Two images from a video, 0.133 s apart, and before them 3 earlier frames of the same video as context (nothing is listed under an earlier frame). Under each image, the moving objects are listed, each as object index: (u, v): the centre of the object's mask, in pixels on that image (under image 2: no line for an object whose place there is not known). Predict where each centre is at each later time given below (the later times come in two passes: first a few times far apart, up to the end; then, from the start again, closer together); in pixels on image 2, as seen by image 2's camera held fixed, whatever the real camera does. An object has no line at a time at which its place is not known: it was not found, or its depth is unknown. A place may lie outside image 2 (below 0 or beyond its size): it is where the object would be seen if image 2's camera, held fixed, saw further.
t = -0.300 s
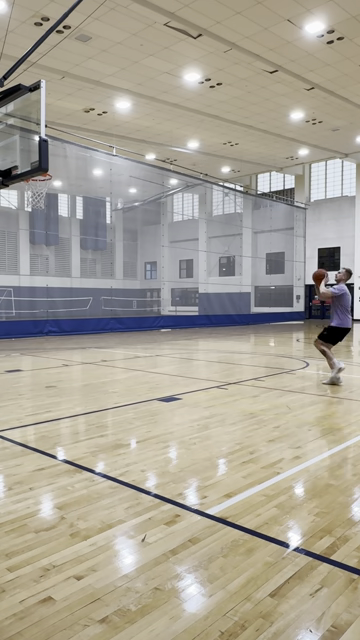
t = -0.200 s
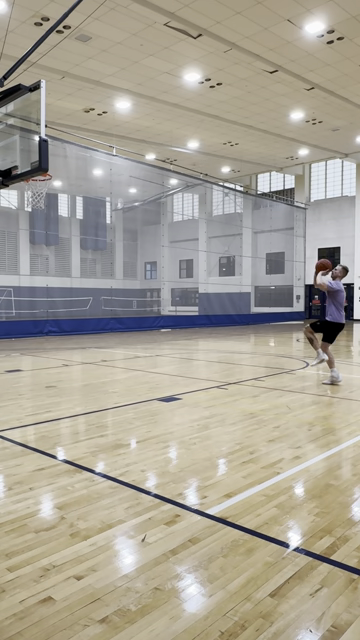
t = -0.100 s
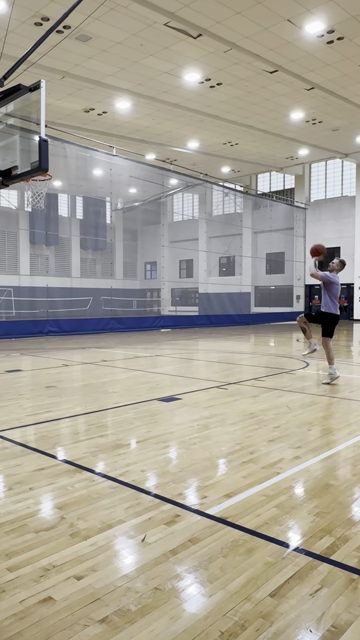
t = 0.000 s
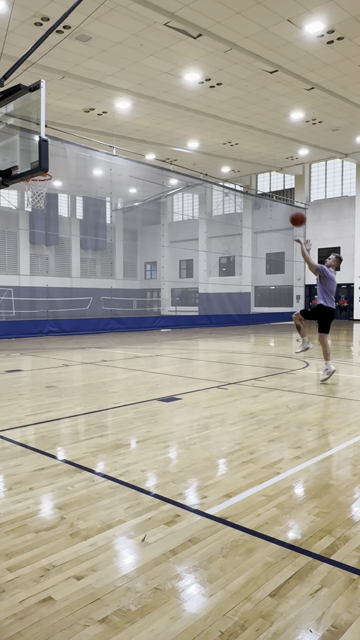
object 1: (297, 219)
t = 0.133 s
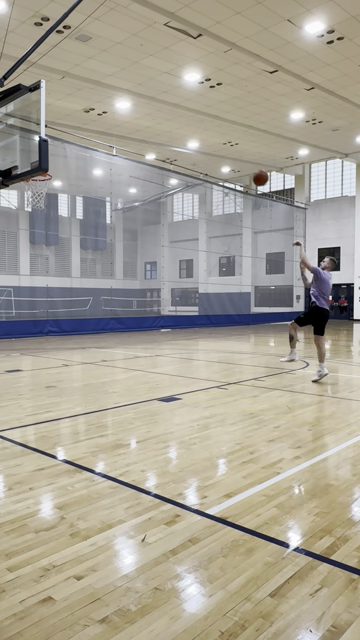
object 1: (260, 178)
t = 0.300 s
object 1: (213, 143)
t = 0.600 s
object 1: (127, 128)
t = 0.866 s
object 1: (52, 165)
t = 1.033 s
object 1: (13, 197)
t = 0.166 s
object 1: (251, 170)
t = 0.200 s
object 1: (242, 162)
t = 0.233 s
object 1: (232, 155)
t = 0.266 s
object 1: (222, 149)
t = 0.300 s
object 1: (213, 143)
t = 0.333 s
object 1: (204, 139)
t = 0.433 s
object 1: (175, 129)
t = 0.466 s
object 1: (166, 127)
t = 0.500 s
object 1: (156, 126)
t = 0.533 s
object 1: (146, 126)
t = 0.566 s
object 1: (137, 126)
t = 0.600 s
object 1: (127, 128)
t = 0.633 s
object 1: (117, 130)
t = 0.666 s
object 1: (107, 132)
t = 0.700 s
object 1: (98, 136)
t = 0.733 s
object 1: (88, 140)
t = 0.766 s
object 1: (79, 145)
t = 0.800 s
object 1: (69, 151)
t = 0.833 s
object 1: (60, 157)
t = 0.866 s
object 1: (52, 165)
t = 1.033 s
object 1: (13, 197)
